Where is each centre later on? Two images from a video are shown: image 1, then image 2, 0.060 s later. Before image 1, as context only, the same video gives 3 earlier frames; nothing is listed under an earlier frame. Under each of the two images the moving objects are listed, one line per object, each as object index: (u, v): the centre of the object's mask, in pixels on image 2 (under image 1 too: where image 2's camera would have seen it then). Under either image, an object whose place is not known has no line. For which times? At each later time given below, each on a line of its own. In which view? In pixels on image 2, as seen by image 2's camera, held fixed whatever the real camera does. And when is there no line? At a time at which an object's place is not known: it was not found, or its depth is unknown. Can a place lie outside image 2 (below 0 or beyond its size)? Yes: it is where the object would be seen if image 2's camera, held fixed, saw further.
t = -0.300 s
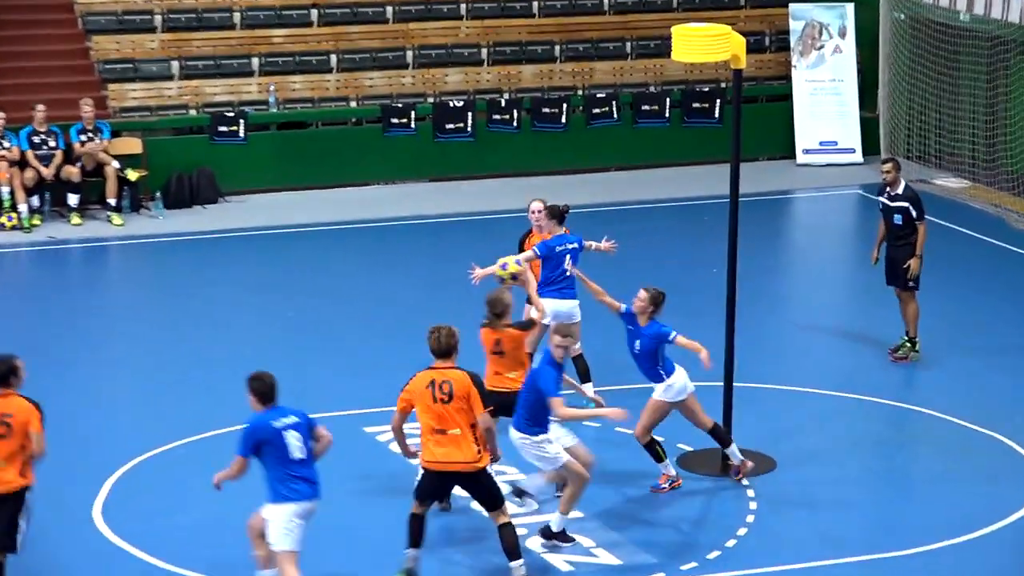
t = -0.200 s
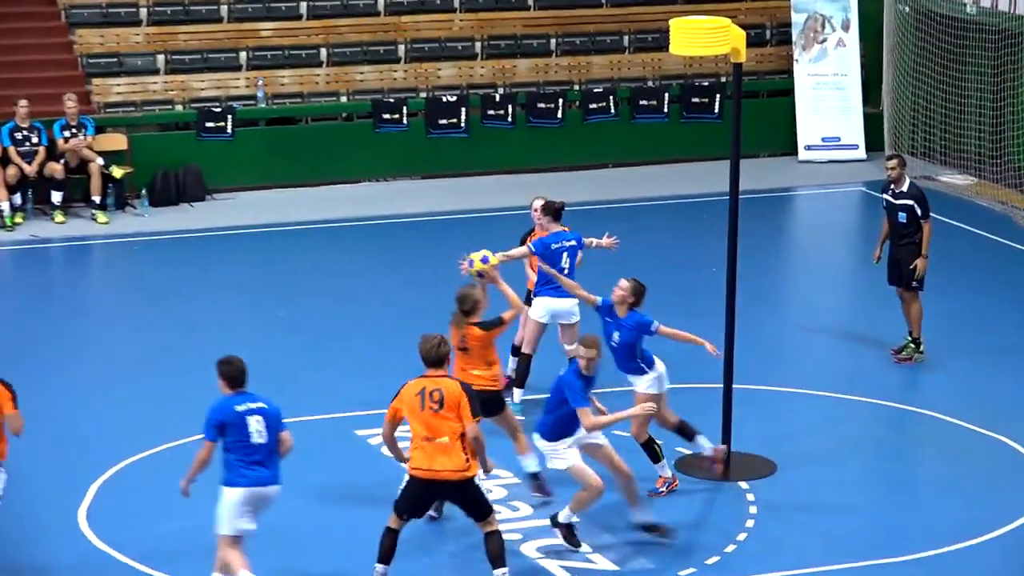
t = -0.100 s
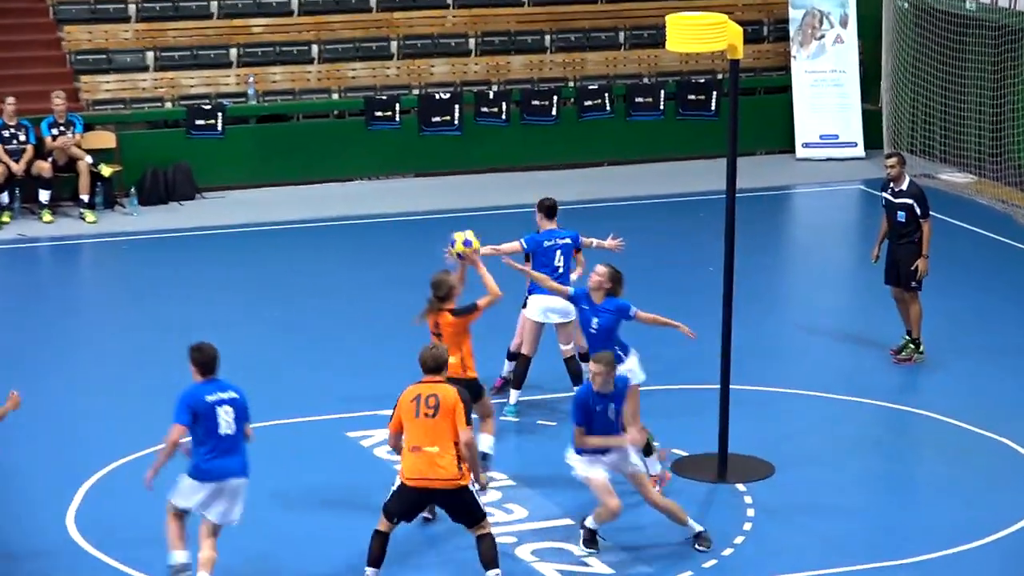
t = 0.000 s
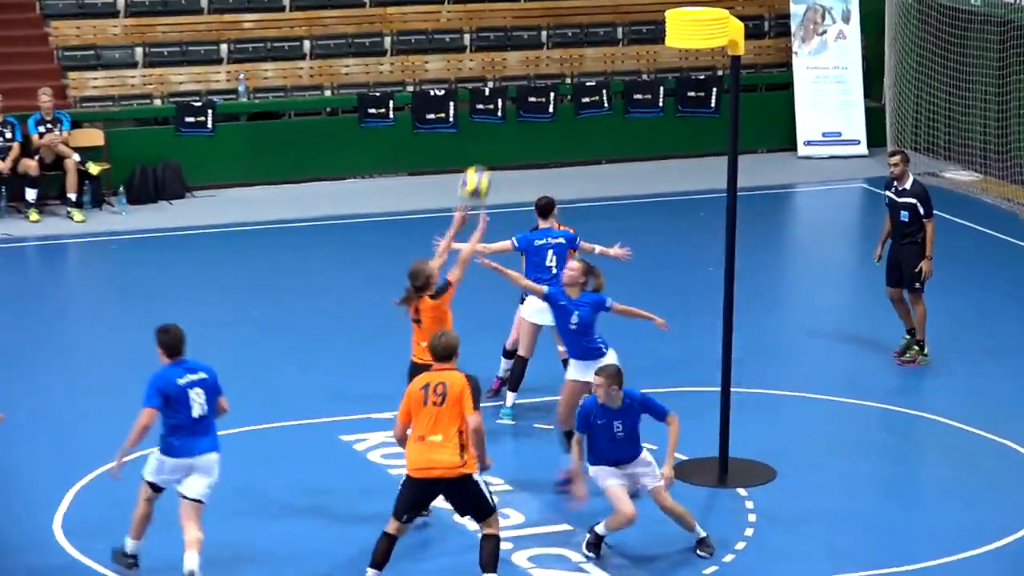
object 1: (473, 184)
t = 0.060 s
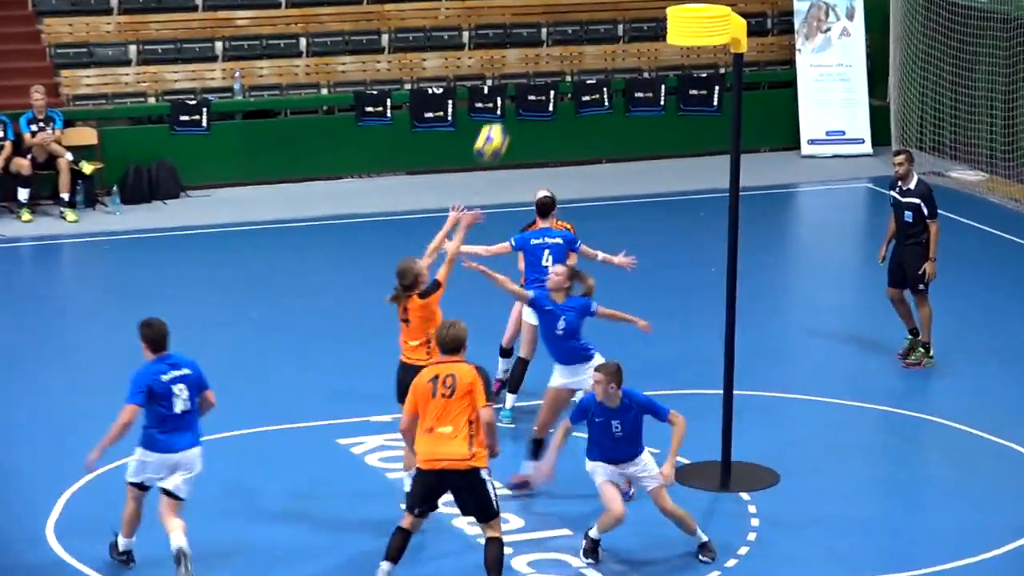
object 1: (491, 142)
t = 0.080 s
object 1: (497, 128)
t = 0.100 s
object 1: (503, 115)
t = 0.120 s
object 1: (509, 103)
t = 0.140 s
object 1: (515, 92)
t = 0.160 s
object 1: (520, 81)
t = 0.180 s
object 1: (526, 70)
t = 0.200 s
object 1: (533, 61)
